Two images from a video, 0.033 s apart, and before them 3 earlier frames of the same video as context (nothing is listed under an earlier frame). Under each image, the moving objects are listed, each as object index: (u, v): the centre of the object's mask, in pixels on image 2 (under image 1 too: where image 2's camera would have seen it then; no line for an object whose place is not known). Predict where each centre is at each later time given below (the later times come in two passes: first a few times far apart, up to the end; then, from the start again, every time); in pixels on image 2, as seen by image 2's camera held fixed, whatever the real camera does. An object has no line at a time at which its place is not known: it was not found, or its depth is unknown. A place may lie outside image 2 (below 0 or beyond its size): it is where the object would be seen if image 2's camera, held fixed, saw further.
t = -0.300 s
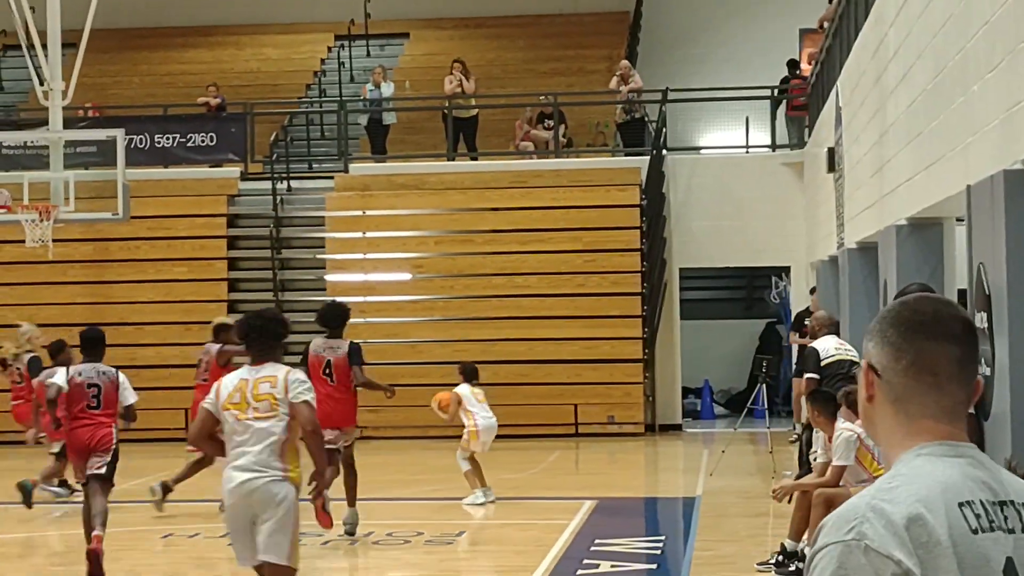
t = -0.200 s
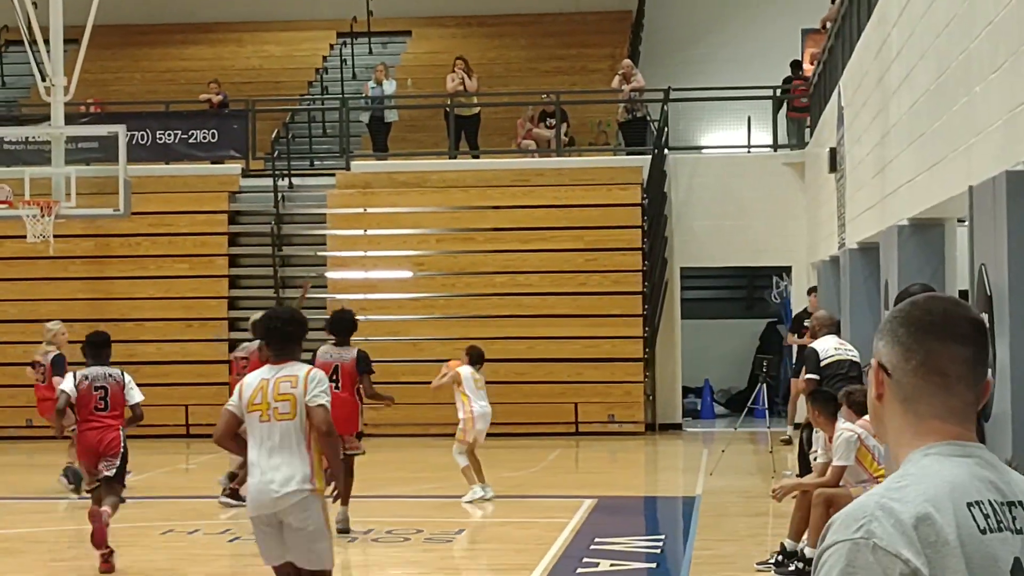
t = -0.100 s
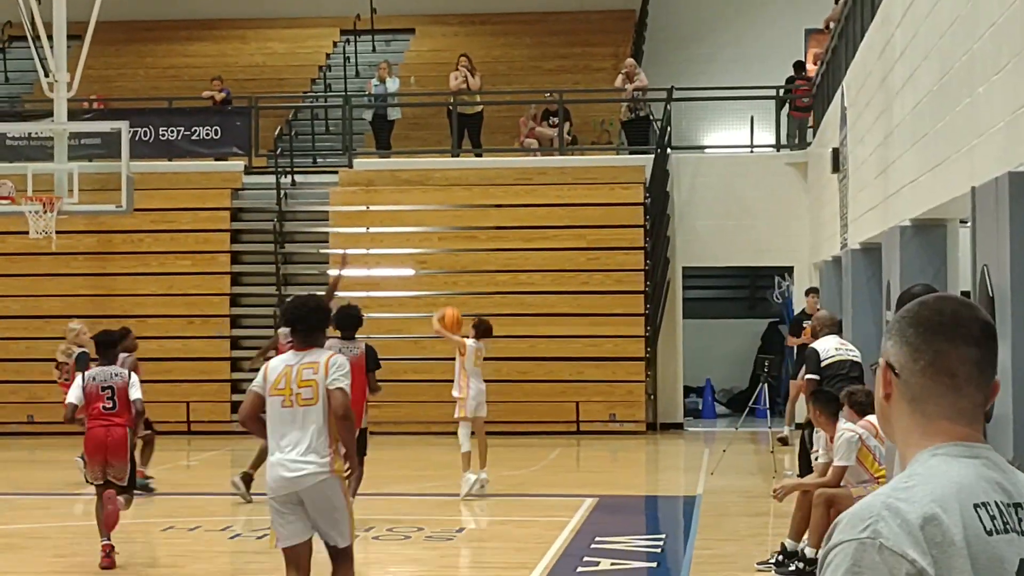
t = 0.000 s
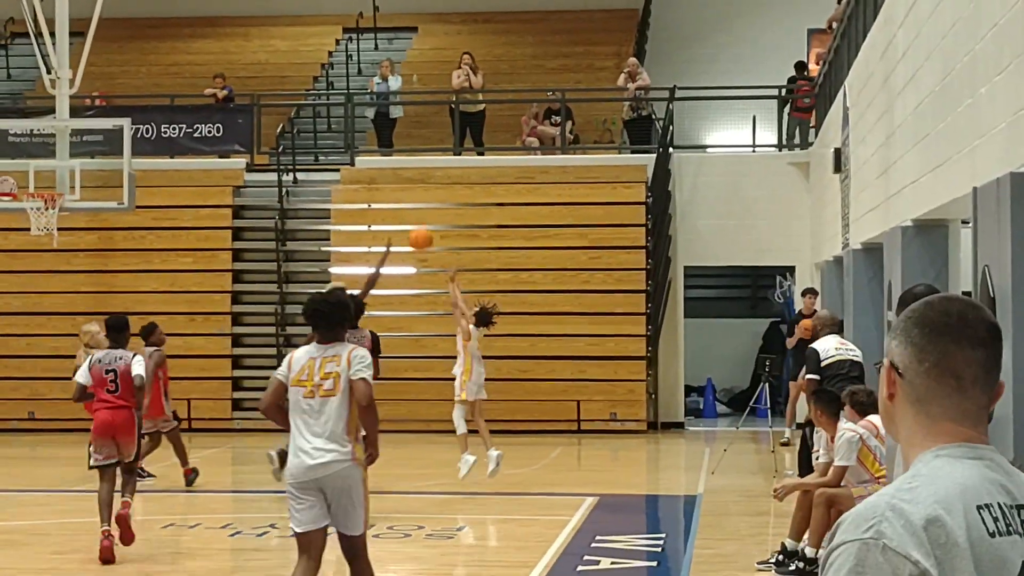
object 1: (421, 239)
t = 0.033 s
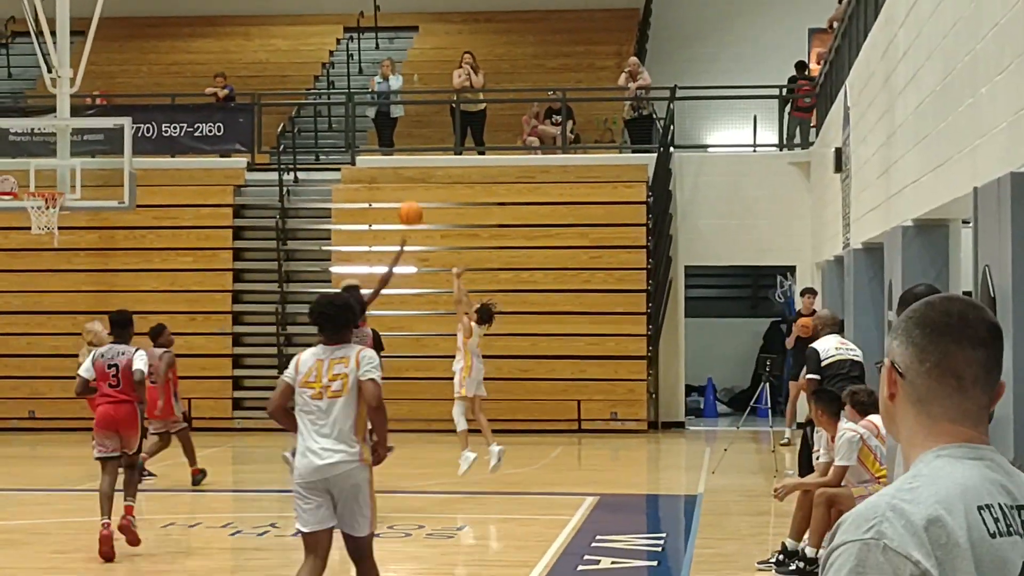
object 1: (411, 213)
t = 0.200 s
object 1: (360, 114)
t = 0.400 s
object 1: (305, 37)
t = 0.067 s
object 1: (400, 191)
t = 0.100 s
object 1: (390, 170)
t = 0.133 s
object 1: (380, 149)
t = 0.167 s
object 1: (370, 131)
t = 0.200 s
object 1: (360, 114)
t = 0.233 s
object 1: (351, 98)
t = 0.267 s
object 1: (341, 83)
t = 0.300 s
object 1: (331, 70)
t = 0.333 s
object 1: (323, 58)
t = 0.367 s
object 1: (314, 46)
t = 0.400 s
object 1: (305, 37)
